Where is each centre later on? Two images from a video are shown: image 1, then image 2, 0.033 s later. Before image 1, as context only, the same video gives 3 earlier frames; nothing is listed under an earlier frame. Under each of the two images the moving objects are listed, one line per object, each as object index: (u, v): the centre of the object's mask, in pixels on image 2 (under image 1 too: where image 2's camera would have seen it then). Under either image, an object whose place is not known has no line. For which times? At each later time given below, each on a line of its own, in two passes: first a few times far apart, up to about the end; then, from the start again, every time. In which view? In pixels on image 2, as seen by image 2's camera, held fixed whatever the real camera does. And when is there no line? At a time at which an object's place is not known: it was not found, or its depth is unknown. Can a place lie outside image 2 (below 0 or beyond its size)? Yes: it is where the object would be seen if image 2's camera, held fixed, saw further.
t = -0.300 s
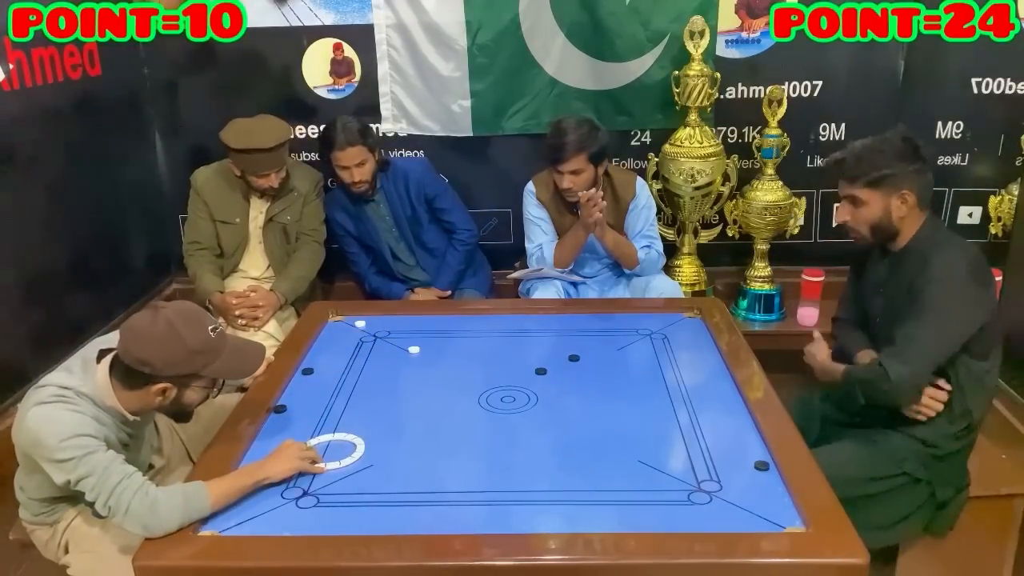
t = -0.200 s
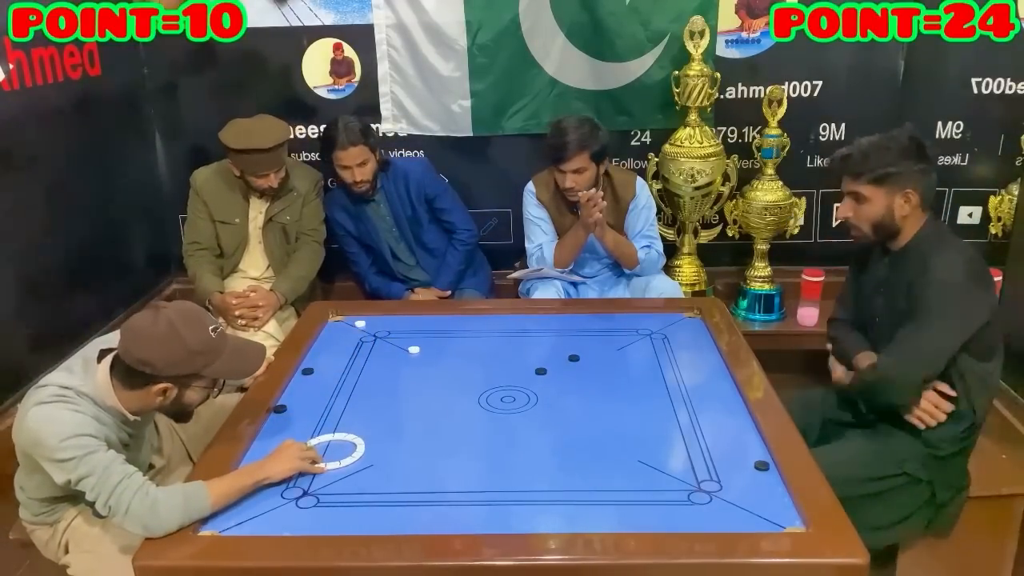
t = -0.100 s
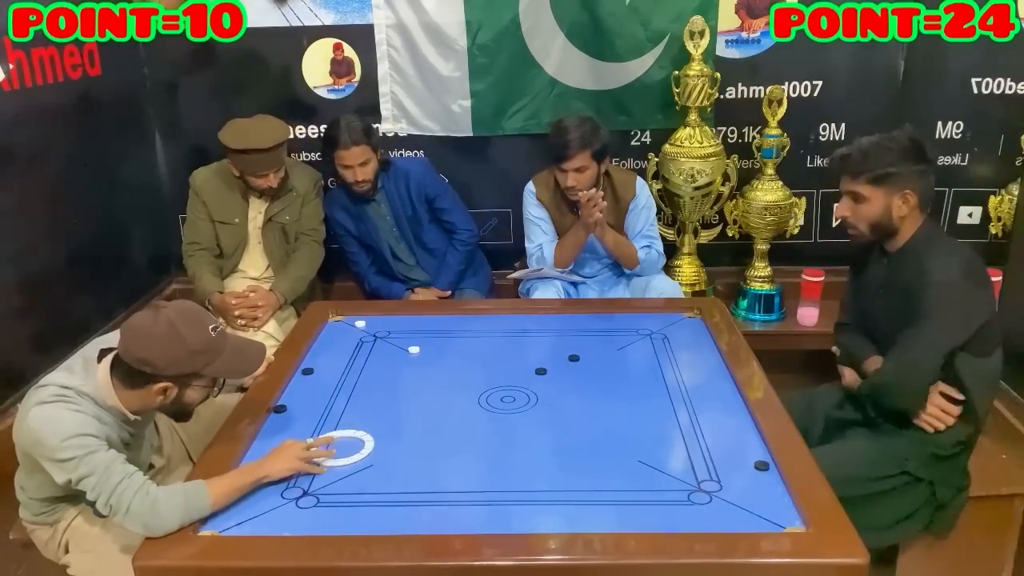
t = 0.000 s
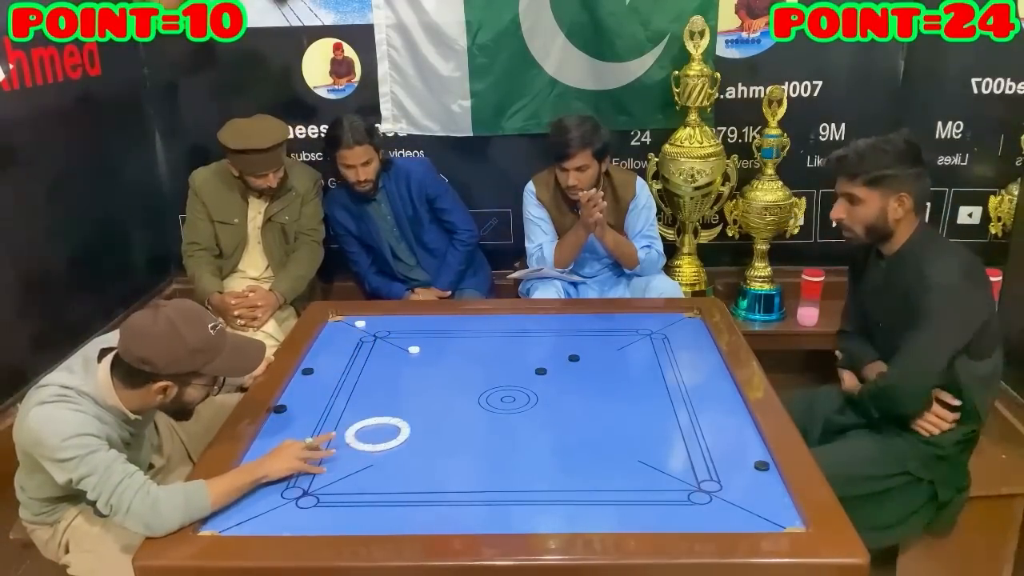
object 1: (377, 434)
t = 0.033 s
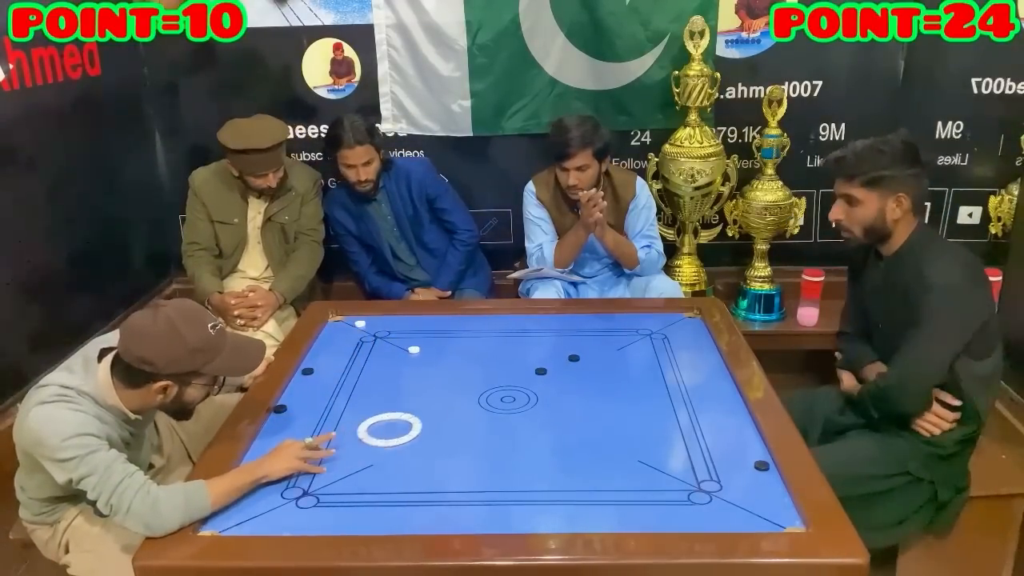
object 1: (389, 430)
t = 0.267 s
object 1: (466, 401)
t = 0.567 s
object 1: (544, 373)
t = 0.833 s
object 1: (590, 358)
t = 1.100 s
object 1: (629, 344)
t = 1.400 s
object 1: (668, 331)
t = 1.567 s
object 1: (680, 326)
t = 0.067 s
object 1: (401, 425)
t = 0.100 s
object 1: (412, 421)
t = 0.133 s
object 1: (424, 417)
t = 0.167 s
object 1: (435, 413)
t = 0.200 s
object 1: (445, 409)
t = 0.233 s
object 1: (456, 405)
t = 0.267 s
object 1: (466, 401)
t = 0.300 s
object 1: (476, 397)
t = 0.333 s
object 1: (486, 394)
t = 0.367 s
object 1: (496, 390)
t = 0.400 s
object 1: (505, 387)
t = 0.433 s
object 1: (514, 383)
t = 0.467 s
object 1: (522, 381)
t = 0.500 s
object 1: (530, 378)
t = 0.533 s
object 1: (537, 375)
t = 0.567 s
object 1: (544, 373)
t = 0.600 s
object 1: (550, 371)
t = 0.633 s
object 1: (556, 369)
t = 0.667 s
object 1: (562, 367)
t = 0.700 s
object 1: (568, 365)
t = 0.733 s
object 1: (573, 363)
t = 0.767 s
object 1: (579, 361)
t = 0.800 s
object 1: (584, 359)
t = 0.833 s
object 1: (590, 358)
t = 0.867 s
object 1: (595, 356)
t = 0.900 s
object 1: (600, 354)
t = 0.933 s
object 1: (605, 352)
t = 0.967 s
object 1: (610, 351)
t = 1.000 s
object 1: (615, 349)
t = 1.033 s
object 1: (620, 347)
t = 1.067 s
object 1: (625, 345)
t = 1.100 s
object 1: (629, 344)
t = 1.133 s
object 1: (634, 342)
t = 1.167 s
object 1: (639, 341)
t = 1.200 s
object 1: (643, 339)
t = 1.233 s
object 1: (647, 338)
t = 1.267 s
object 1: (652, 336)
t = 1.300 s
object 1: (656, 335)
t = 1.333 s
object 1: (660, 333)
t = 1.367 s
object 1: (664, 332)
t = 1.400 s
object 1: (668, 331)
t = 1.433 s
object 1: (672, 329)
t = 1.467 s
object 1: (675, 328)
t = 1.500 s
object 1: (677, 327)
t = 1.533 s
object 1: (678, 327)
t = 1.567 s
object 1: (680, 326)
